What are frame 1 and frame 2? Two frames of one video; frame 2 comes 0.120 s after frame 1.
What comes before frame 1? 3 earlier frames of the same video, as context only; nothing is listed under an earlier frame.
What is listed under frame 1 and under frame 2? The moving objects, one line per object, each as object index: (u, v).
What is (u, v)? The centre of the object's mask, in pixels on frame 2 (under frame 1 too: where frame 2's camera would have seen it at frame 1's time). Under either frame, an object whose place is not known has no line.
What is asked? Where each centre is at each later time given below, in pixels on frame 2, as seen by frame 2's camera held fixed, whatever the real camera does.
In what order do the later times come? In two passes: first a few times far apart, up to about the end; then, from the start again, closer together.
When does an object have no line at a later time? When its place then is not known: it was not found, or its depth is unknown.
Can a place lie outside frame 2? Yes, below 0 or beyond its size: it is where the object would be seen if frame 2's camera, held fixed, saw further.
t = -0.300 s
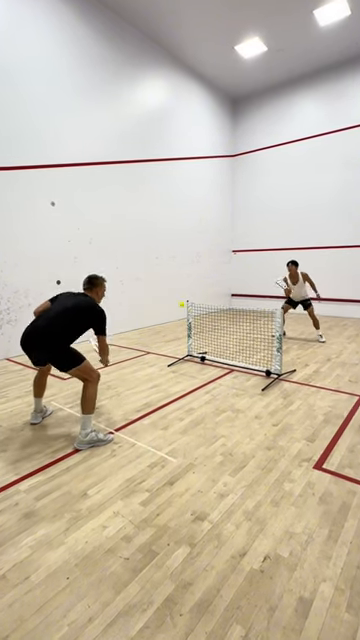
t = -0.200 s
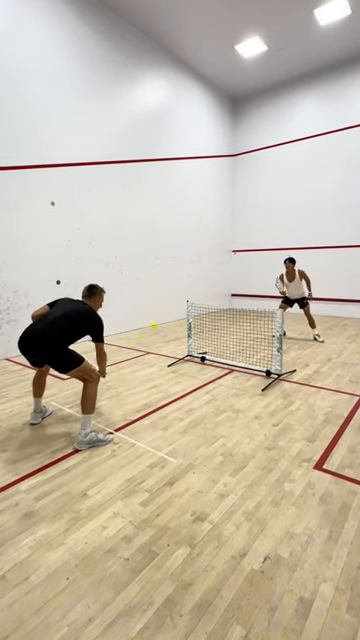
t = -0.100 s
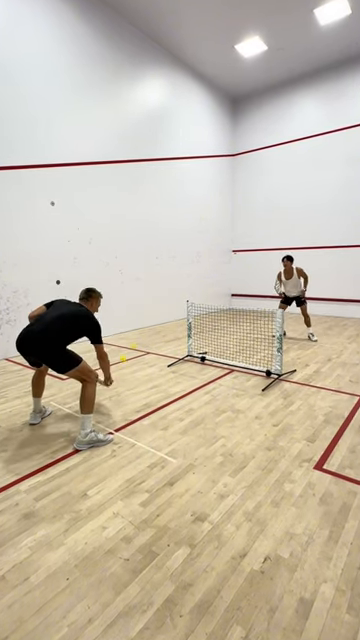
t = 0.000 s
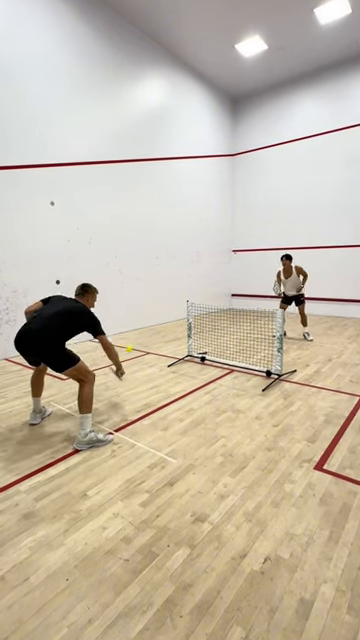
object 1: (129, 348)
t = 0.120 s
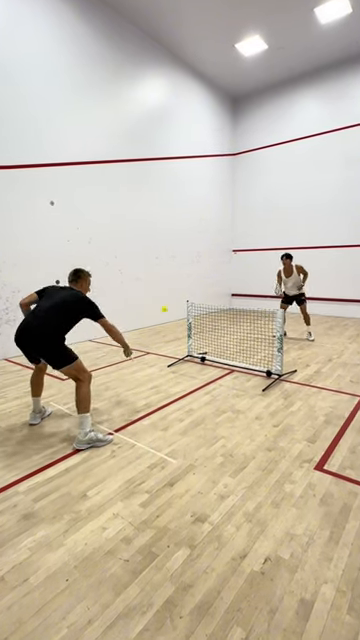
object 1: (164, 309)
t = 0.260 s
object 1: (203, 280)
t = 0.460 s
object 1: (247, 274)
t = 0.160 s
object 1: (178, 297)
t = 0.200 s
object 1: (187, 290)
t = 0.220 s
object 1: (191, 286)
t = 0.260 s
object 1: (203, 280)
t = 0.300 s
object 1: (211, 276)
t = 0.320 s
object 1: (215, 275)
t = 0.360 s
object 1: (226, 272)
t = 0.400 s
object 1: (233, 271)
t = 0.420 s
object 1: (236, 272)
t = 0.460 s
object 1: (247, 274)
